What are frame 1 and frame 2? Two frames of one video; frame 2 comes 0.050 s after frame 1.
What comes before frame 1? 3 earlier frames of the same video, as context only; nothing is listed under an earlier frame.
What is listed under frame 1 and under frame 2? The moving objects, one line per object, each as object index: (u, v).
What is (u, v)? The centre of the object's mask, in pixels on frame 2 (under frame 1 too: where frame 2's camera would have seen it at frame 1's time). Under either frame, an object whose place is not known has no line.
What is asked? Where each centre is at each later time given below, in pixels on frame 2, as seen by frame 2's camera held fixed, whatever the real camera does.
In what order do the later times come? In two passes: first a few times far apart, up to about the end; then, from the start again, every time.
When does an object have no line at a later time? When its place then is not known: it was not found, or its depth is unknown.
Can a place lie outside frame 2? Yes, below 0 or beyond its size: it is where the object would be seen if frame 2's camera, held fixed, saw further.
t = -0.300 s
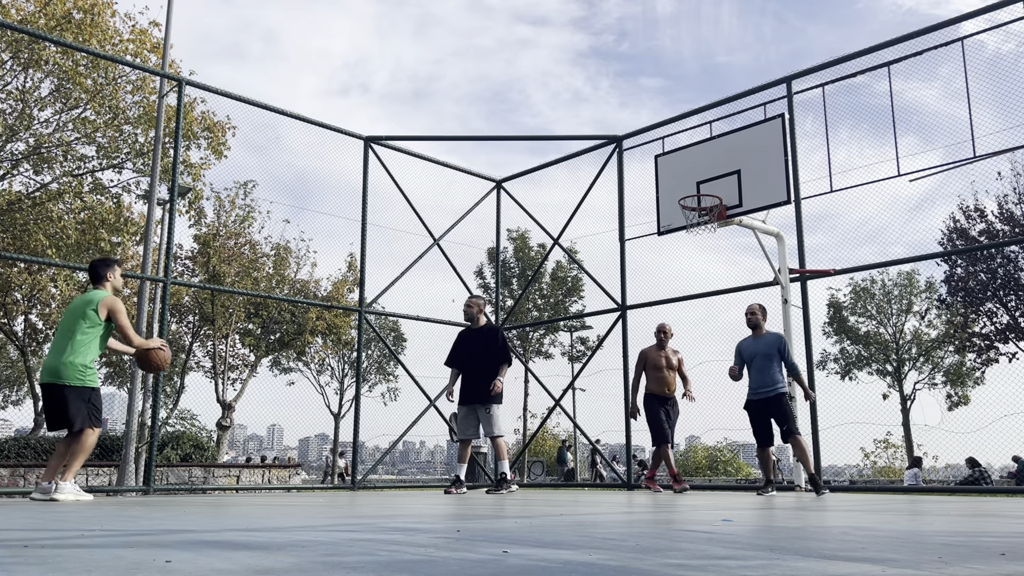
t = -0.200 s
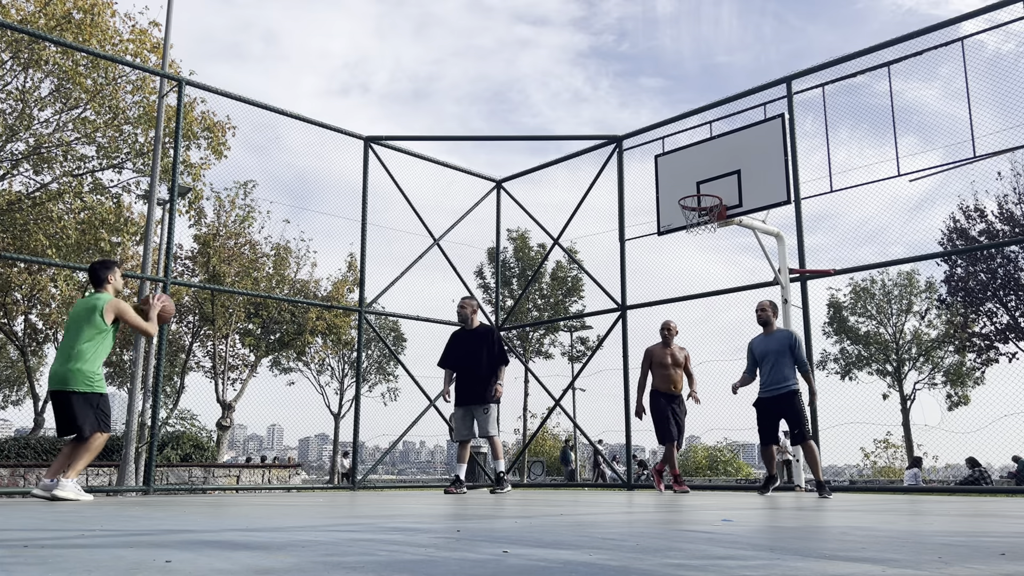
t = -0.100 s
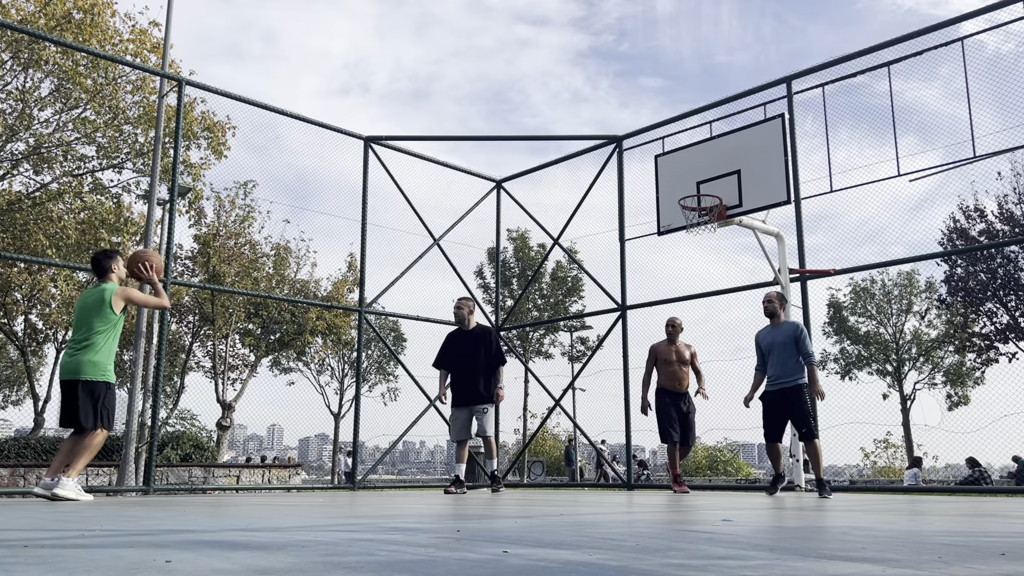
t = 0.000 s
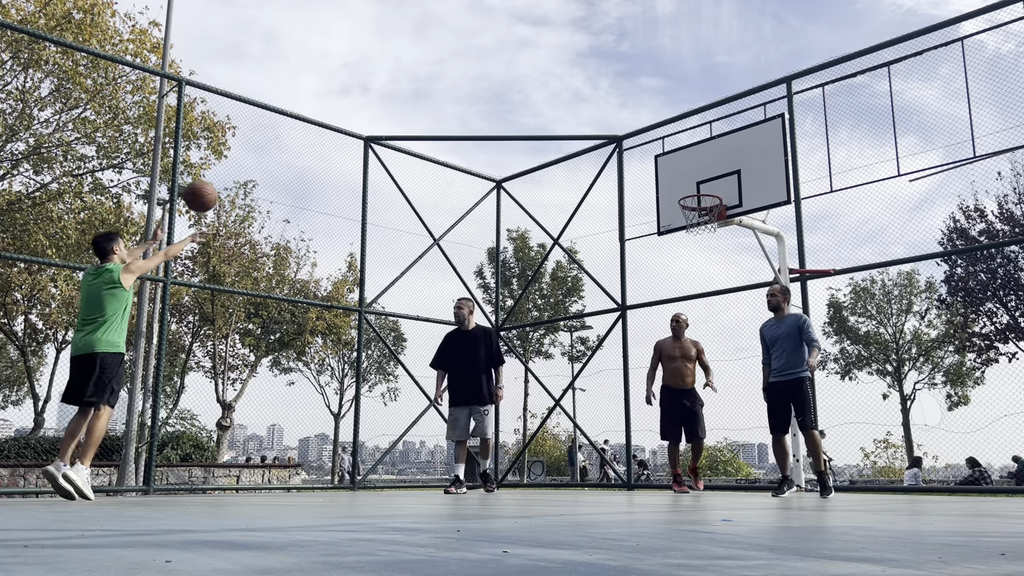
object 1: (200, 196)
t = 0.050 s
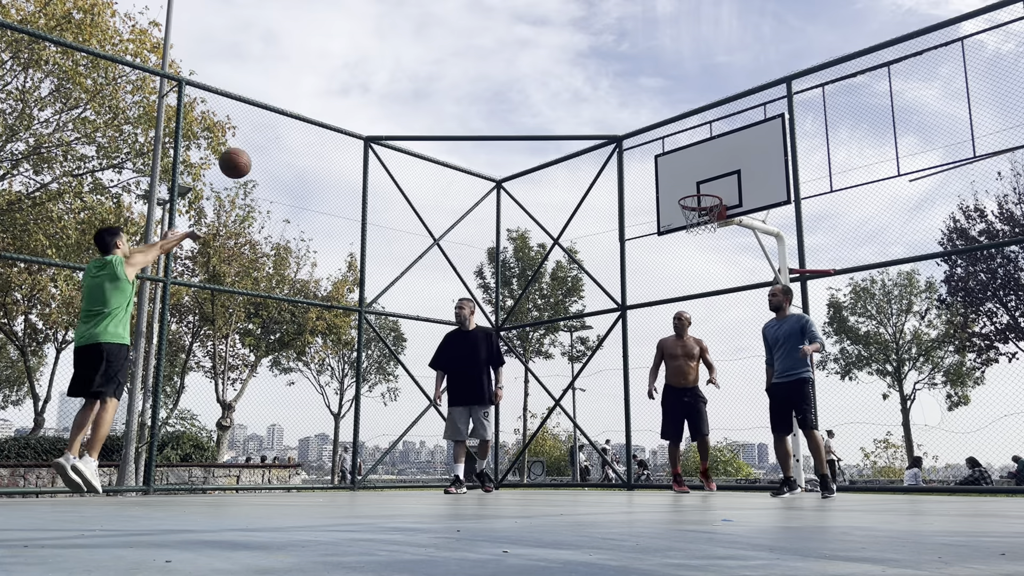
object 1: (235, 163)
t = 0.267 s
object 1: (361, 72)
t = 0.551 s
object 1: (486, 46)
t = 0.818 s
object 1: (579, 88)
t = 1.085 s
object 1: (658, 181)
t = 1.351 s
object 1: (601, 240)
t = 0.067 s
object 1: (246, 153)
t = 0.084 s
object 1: (257, 144)
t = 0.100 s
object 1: (267, 135)
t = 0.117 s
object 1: (277, 127)
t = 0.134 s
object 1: (288, 119)
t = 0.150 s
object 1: (297, 112)
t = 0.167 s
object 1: (307, 105)
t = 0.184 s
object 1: (317, 98)
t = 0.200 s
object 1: (326, 92)
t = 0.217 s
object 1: (335, 87)
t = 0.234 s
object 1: (344, 82)
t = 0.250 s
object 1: (352, 77)
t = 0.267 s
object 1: (361, 72)
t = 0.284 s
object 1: (369, 68)
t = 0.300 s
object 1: (378, 65)
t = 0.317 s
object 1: (386, 61)
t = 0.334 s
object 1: (394, 58)
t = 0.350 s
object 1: (402, 56)
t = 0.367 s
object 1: (409, 53)
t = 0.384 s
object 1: (417, 51)
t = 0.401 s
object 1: (424, 49)
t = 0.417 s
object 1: (432, 48)
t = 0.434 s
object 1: (439, 47)
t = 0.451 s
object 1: (446, 46)
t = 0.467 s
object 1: (453, 45)
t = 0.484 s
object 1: (460, 45)
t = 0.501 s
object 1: (466, 45)
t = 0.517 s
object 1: (473, 45)
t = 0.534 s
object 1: (480, 46)
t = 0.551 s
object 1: (486, 46)
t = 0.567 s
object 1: (492, 47)
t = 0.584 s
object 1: (499, 49)
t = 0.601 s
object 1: (505, 50)
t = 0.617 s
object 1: (511, 52)
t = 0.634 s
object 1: (517, 53)
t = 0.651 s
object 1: (523, 55)
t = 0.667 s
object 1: (529, 58)
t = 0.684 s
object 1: (534, 60)
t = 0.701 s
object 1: (540, 63)
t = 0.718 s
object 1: (546, 66)
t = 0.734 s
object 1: (551, 69)
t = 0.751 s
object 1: (557, 73)
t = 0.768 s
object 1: (562, 76)
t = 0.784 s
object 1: (568, 80)
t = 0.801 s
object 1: (573, 84)
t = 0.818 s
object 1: (579, 88)
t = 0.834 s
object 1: (584, 93)
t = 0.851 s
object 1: (589, 97)
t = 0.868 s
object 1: (594, 102)
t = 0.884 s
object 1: (599, 107)
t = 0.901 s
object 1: (604, 112)
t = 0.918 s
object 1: (609, 118)
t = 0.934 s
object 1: (614, 123)
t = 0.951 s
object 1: (620, 128)
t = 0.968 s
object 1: (624, 134)
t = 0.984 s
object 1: (629, 141)
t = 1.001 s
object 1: (634, 147)
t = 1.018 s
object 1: (639, 153)
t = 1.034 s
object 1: (644, 160)
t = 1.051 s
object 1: (648, 167)
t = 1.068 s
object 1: (653, 173)
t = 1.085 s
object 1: (658, 181)
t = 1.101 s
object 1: (663, 188)
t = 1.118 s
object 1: (667, 195)
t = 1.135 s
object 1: (669, 200)
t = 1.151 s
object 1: (663, 202)
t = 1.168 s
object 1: (658, 204)
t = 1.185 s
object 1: (652, 206)
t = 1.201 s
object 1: (647, 209)
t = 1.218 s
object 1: (642, 211)
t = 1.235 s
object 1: (637, 214)
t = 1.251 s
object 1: (632, 217)
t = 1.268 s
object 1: (626, 221)
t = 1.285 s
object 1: (621, 224)
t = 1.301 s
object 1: (616, 227)
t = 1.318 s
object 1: (611, 231)
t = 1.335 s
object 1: (606, 235)
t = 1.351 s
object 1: (601, 240)
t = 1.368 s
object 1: (596, 244)
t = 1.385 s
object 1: (592, 248)
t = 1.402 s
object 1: (587, 253)
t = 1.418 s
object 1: (582, 258)
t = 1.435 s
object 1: (578, 263)
